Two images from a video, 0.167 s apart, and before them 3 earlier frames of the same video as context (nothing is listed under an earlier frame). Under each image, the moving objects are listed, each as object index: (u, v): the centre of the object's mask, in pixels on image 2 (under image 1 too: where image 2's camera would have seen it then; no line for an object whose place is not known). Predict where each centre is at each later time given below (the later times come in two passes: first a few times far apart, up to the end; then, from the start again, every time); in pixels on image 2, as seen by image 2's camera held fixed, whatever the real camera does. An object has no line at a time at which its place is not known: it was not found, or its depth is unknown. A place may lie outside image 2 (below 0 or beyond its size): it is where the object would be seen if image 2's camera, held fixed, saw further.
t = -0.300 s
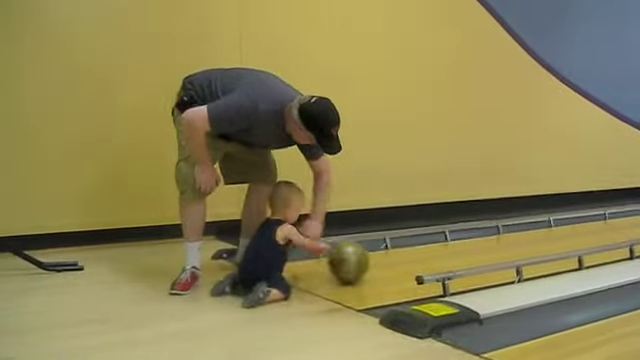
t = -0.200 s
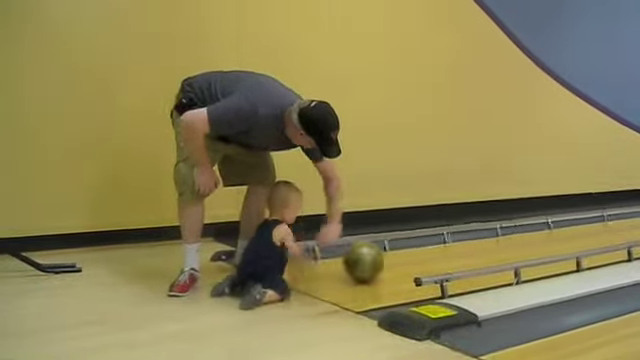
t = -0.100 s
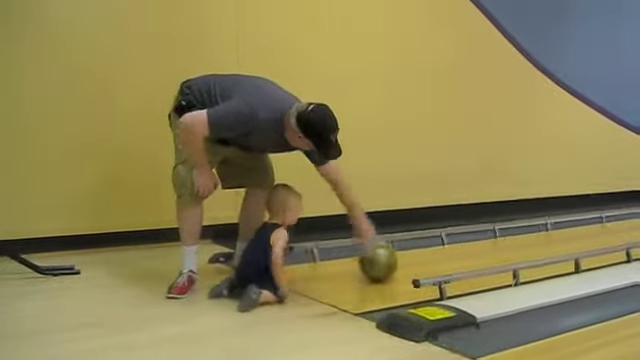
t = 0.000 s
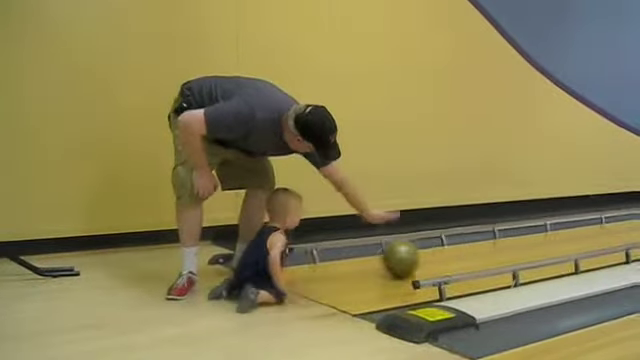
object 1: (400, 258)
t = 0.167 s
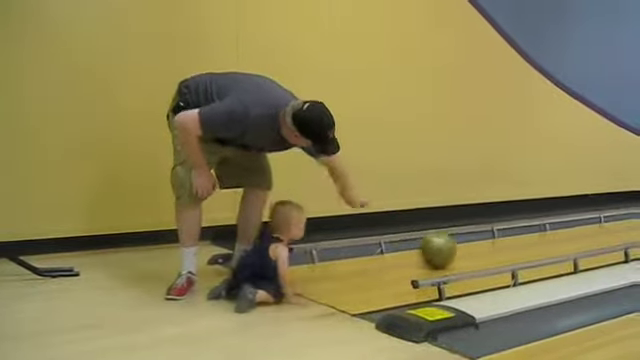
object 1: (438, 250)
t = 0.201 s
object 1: (445, 249)
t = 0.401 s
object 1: (483, 243)
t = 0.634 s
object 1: (520, 235)
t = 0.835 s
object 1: (549, 230)
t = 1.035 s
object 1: (575, 225)
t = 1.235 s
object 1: (599, 220)
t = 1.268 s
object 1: (600, 220)
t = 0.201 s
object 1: (445, 249)
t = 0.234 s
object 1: (451, 248)
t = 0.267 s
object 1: (458, 246)
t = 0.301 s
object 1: (464, 245)
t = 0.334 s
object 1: (471, 244)
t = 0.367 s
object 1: (477, 244)
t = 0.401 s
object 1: (483, 243)
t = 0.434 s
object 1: (489, 241)
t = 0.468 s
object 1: (494, 240)
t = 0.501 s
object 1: (499, 239)
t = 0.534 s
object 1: (505, 238)
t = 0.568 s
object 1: (510, 237)
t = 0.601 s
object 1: (514, 236)
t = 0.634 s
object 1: (520, 235)
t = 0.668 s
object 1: (525, 234)
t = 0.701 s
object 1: (531, 233)
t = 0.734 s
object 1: (536, 232)
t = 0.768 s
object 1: (541, 231)
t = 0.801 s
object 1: (544, 231)
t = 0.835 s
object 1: (549, 230)
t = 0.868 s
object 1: (553, 229)
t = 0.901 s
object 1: (557, 228)
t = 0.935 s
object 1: (563, 227)
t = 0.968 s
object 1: (567, 227)
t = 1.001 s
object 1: (571, 225)
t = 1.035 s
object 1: (575, 225)
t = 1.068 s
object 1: (578, 224)
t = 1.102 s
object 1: (583, 223)
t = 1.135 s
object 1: (587, 222)
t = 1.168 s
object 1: (591, 222)
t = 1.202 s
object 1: (595, 221)
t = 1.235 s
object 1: (599, 220)
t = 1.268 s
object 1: (600, 220)
